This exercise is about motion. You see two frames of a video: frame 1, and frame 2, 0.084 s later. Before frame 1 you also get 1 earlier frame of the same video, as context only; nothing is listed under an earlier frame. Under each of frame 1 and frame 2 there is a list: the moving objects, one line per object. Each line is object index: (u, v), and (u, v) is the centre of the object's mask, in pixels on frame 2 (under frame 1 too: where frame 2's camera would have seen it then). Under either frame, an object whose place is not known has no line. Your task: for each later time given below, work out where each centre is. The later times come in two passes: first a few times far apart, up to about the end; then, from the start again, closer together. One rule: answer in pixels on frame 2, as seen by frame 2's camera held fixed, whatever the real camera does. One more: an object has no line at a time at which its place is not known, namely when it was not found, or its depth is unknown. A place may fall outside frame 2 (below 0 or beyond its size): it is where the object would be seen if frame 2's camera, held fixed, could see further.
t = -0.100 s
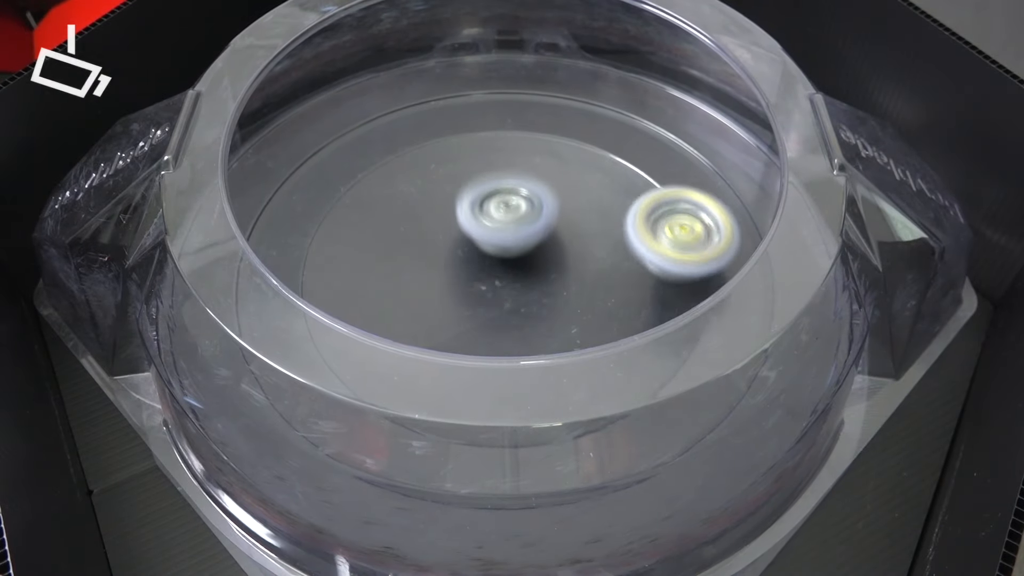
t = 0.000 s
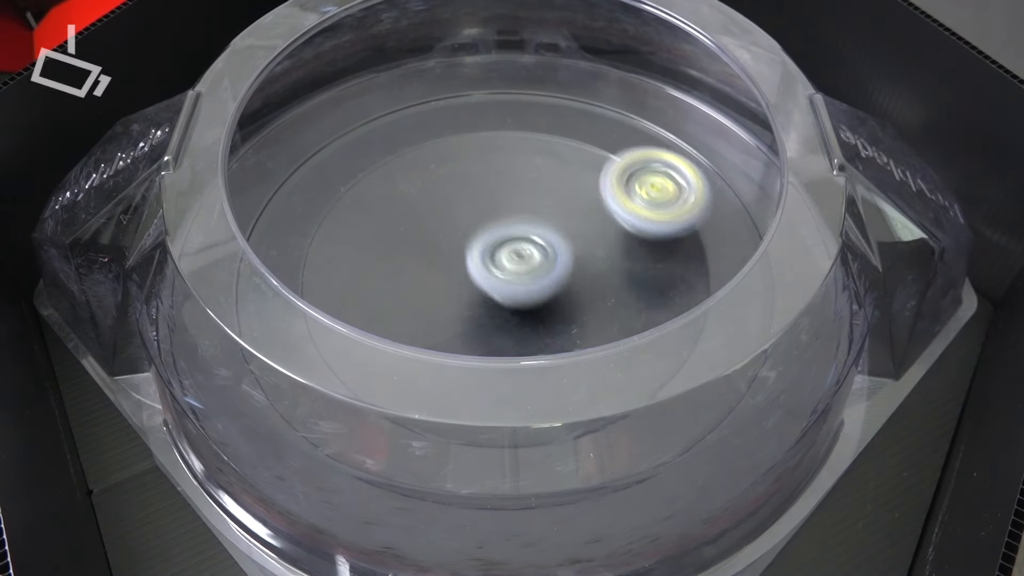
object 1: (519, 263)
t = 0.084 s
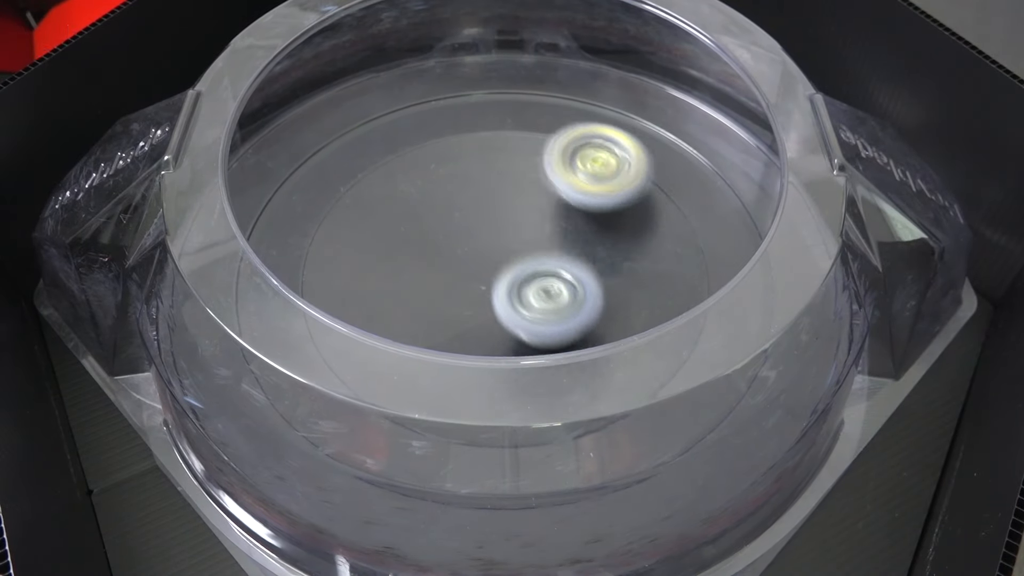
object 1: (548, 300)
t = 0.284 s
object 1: (485, 335)
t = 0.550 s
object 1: (472, 186)
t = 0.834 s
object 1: (718, 140)
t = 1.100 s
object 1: (519, 281)
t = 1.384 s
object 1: (462, 122)
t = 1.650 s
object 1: (589, 59)
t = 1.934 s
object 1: (575, 61)
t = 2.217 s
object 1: (550, 62)
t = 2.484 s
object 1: (543, 97)
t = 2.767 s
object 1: (538, 153)
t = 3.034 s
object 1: (562, 247)
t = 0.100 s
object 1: (551, 307)
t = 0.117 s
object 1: (552, 312)
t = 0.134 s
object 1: (551, 317)
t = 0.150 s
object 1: (549, 321)
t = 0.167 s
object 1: (545, 324)
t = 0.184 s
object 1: (540, 328)
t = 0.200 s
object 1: (534, 330)
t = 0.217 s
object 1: (526, 332)
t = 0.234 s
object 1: (518, 334)
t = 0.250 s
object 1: (508, 335)
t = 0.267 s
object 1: (497, 335)
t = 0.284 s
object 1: (485, 335)
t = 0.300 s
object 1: (474, 333)
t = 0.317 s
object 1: (462, 331)
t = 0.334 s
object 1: (452, 328)
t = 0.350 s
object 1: (441, 323)
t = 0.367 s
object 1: (432, 317)
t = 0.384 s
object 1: (424, 310)
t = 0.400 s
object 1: (418, 303)
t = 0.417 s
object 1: (413, 293)
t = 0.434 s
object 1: (414, 281)
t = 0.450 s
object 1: (419, 265)
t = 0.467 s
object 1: (423, 252)
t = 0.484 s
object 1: (428, 238)
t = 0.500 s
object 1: (436, 224)
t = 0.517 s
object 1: (448, 211)
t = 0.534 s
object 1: (459, 198)
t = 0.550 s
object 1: (472, 186)
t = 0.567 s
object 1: (485, 175)
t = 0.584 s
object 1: (500, 166)
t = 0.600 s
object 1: (515, 157)
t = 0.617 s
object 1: (530, 150)
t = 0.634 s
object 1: (545, 144)
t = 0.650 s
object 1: (561, 138)
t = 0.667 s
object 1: (577, 135)
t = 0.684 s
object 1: (592, 132)
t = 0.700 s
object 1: (607, 130)
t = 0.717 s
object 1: (623, 129)
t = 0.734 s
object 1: (637, 130)
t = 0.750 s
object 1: (653, 134)
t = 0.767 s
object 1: (666, 136)
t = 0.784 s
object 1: (680, 137)
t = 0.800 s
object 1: (695, 137)
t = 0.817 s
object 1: (709, 138)
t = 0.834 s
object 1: (718, 140)
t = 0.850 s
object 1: (724, 146)
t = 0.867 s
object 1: (729, 155)
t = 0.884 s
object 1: (732, 165)
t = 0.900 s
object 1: (736, 169)
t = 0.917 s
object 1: (744, 153)
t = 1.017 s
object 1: (635, 219)
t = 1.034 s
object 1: (613, 231)
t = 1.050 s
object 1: (590, 244)
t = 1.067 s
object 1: (566, 259)
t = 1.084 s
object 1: (542, 271)
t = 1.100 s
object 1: (519, 281)
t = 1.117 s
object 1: (495, 289)
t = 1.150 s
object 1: (449, 299)
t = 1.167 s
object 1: (428, 300)
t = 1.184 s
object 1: (409, 300)
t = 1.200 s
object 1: (396, 295)
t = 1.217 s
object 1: (389, 285)
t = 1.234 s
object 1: (393, 267)
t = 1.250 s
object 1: (398, 248)
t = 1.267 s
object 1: (404, 228)
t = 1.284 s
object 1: (409, 209)
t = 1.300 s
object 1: (417, 193)
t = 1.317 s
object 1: (424, 177)
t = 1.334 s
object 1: (432, 162)
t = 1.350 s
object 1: (442, 148)
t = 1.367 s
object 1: (452, 135)
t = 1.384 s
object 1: (462, 122)
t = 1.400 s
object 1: (474, 111)
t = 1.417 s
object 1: (485, 100)
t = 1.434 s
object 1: (497, 91)
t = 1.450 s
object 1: (509, 87)
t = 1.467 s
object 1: (519, 81)
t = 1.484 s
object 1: (529, 73)
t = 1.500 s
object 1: (537, 67)
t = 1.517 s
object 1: (545, 63)
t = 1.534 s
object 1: (553, 61)
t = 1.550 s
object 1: (561, 61)
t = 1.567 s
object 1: (567, 59)
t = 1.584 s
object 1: (573, 57)
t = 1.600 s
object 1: (579, 56)
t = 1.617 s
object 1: (584, 54)
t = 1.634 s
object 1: (587, 56)
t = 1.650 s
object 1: (589, 59)
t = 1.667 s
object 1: (590, 61)
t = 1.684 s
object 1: (591, 62)
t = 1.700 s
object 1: (591, 64)
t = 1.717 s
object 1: (591, 64)
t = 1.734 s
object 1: (591, 65)
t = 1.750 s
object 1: (591, 65)
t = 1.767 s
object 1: (590, 65)
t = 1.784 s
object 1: (588, 64)
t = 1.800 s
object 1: (587, 64)
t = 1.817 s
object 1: (585, 63)
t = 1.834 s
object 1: (584, 63)
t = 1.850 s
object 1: (583, 62)
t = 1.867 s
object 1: (581, 62)
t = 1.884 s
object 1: (580, 62)
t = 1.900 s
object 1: (578, 61)
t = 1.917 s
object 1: (577, 61)
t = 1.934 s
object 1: (575, 61)
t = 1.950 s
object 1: (574, 60)
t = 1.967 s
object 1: (572, 61)
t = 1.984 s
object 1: (571, 61)
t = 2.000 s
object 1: (569, 61)
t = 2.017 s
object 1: (567, 60)
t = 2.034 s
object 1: (565, 61)
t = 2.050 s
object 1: (563, 61)
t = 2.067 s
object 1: (562, 60)
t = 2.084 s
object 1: (560, 60)
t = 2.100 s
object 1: (558, 60)
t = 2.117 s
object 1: (556, 60)
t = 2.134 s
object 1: (555, 60)
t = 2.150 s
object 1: (553, 60)
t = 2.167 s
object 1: (552, 60)
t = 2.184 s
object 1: (551, 60)
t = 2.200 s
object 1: (550, 61)
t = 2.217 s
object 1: (550, 62)
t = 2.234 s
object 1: (550, 63)
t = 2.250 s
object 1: (550, 65)
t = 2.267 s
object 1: (551, 68)
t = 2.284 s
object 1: (552, 72)
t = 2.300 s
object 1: (553, 75)
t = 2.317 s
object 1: (553, 78)
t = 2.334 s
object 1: (554, 80)
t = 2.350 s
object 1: (554, 83)
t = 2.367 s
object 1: (553, 85)
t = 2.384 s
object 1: (552, 87)
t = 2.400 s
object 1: (551, 89)
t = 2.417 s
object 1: (550, 90)
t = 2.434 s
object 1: (548, 92)
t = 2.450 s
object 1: (547, 94)
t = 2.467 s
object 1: (545, 95)
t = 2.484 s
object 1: (543, 97)
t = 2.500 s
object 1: (542, 98)
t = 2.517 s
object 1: (541, 100)
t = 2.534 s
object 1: (539, 101)
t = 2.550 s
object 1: (538, 103)
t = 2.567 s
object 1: (537, 105)
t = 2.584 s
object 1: (536, 108)
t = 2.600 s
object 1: (535, 111)
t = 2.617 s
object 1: (534, 115)
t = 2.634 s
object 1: (534, 118)
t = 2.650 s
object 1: (534, 122)
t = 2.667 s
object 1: (534, 126)
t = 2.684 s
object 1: (534, 129)
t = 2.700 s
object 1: (535, 135)
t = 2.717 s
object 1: (535, 139)
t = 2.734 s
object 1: (536, 144)
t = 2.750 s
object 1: (537, 147)
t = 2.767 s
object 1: (538, 153)
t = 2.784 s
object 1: (540, 156)
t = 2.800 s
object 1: (541, 162)
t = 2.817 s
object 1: (543, 167)
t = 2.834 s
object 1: (545, 174)
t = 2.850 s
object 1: (547, 178)
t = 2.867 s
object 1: (549, 185)
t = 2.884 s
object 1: (551, 191)
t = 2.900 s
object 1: (552, 198)
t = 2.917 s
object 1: (554, 202)
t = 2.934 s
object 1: (555, 209)
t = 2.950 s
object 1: (557, 215)
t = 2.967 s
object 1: (558, 222)
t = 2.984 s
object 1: (559, 226)
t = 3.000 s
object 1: (560, 234)
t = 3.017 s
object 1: (561, 239)
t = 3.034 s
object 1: (562, 247)
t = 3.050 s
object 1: (562, 251)
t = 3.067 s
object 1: (562, 258)
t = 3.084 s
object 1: (561, 263)
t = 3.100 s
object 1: (560, 268)
